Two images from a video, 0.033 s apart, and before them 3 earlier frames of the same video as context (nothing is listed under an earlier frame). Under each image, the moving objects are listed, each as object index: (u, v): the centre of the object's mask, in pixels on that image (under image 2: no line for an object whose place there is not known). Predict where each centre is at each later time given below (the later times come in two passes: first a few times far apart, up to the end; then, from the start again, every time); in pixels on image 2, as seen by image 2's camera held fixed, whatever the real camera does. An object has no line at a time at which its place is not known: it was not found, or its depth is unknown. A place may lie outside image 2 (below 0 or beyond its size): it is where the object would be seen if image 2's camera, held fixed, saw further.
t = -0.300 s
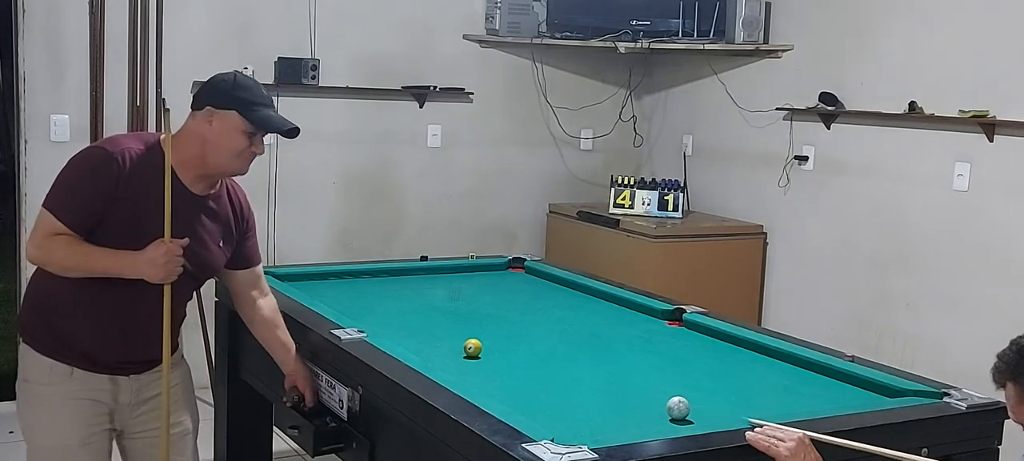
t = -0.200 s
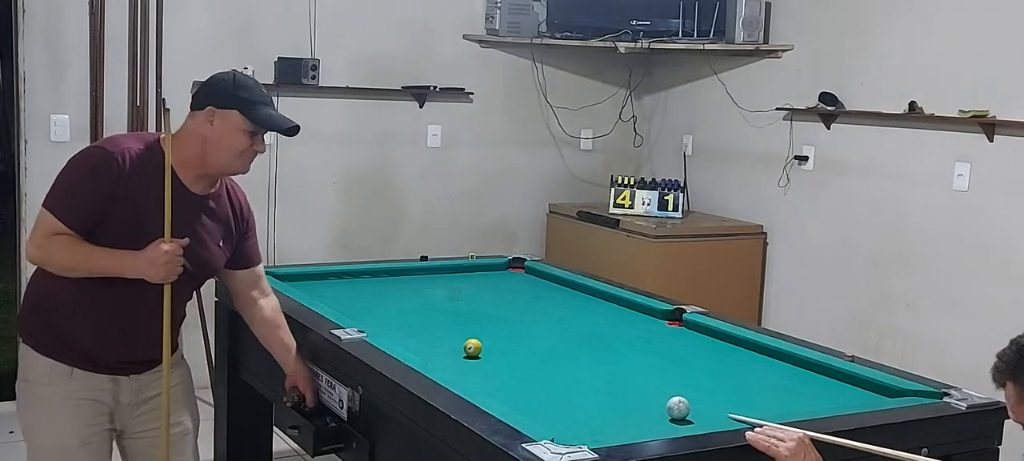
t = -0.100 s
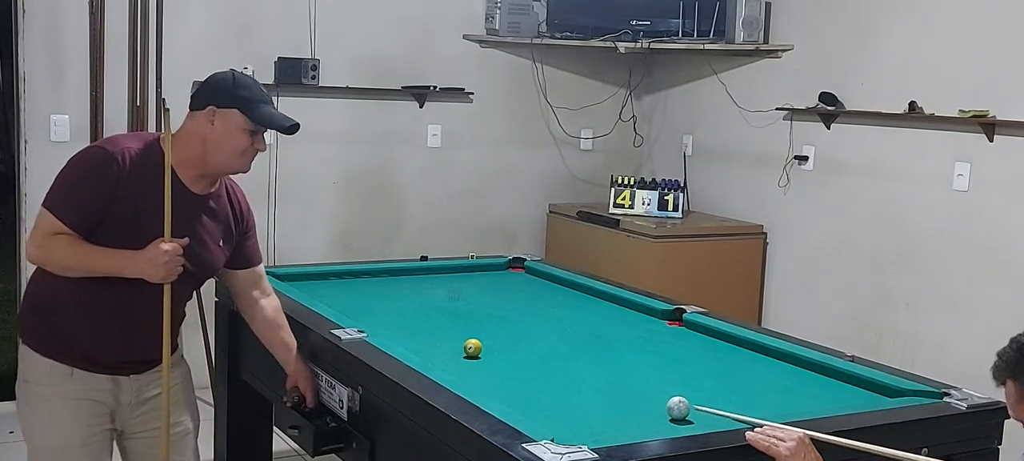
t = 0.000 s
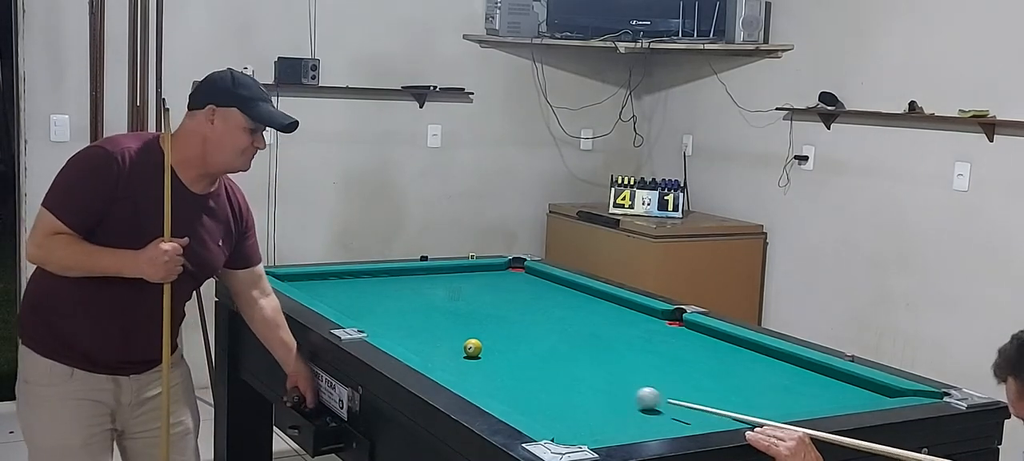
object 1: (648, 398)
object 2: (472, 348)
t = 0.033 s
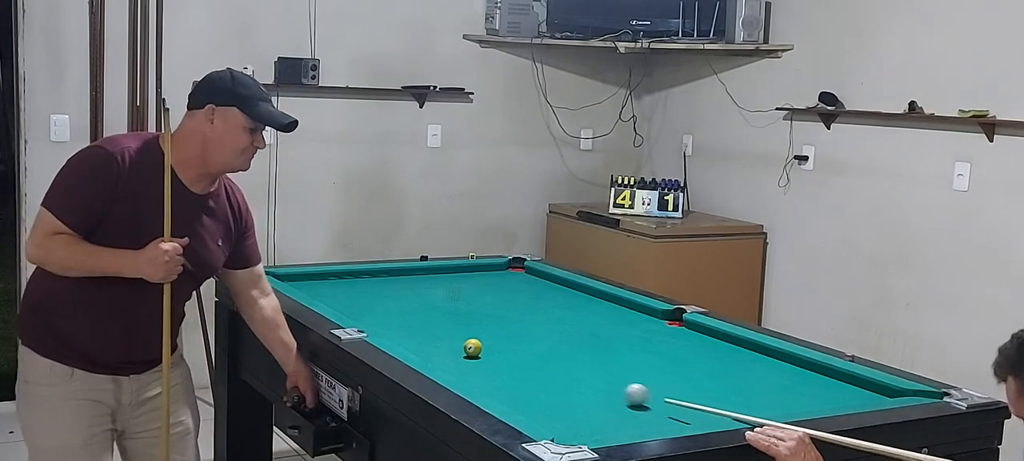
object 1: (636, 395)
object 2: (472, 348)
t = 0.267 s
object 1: (562, 371)
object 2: (472, 348)
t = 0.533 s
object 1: (492, 348)
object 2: (472, 348)
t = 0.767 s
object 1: (478, 334)
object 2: (422, 344)
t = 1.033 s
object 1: (463, 320)
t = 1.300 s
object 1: (449, 308)
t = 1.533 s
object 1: (439, 299)
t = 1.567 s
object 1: (438, 298)
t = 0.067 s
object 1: (625, 391)
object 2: (472, 348)
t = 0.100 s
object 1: (613, 387)
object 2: (472, 348)
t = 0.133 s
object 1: (602, 384)
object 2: (472, 348)
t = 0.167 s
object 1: (592, 381)
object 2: (472, 348)
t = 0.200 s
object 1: (582, 377)
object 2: (472, 348)
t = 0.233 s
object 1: (572, 374)
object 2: (472, 348)
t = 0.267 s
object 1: (562, 371)
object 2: (472, 348)
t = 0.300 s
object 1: (552, 368)
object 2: (472, 348)
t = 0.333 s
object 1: (543, 365)
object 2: (472, 348)
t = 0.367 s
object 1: (534, 362)
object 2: (472, 348)
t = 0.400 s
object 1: (525, 359)
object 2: (472, 348)
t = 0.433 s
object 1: (516, 356)
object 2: (472, 348)
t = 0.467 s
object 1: (507, 353)
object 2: (472, 348)
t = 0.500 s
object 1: (498, 351)
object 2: (472, 348)
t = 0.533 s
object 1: (492, 348)
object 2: (472, 348)
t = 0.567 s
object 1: (490, 346)
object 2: (462, 348)
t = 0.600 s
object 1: (488, 344)
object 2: (455, 347)
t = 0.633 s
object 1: (486, 342)
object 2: (448, 346)
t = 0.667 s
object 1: (484, 340)
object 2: (442, 346)
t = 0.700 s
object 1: (482, 338)
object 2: (435, 345)
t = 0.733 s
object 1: (480, 336)
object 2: (429, 345)
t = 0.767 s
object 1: (478, 334)
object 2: (422, 344)
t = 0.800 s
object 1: (476, 332)
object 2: (416, 344)
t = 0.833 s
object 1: (474, 330)
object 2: (410, 343)
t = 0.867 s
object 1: (472, 329)
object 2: (405, 341)
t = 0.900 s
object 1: (470, 327)
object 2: (399, 340)
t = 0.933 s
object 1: (468, 325)
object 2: (393, 338)
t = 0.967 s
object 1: (466, 323)
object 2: (386, 336)
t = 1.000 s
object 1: (464, 322)
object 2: (380, 335)
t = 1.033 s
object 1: (463, 320)
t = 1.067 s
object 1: (461, 318)
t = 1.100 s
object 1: (459, 317)
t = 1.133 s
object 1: (458, 316)
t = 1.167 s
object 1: (456, 314)
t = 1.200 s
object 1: (454, 313)
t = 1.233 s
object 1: (452, 311)
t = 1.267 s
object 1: (451, 310)
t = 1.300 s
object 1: (449, 308)
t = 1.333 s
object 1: (448, 307)
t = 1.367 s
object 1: (446, 305)
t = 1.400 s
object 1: (445, 304)
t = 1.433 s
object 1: (443, 303)
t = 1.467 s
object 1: (442, 302)
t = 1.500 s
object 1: (441, 300)
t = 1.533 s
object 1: (439, 299)
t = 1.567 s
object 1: (438, 298)
